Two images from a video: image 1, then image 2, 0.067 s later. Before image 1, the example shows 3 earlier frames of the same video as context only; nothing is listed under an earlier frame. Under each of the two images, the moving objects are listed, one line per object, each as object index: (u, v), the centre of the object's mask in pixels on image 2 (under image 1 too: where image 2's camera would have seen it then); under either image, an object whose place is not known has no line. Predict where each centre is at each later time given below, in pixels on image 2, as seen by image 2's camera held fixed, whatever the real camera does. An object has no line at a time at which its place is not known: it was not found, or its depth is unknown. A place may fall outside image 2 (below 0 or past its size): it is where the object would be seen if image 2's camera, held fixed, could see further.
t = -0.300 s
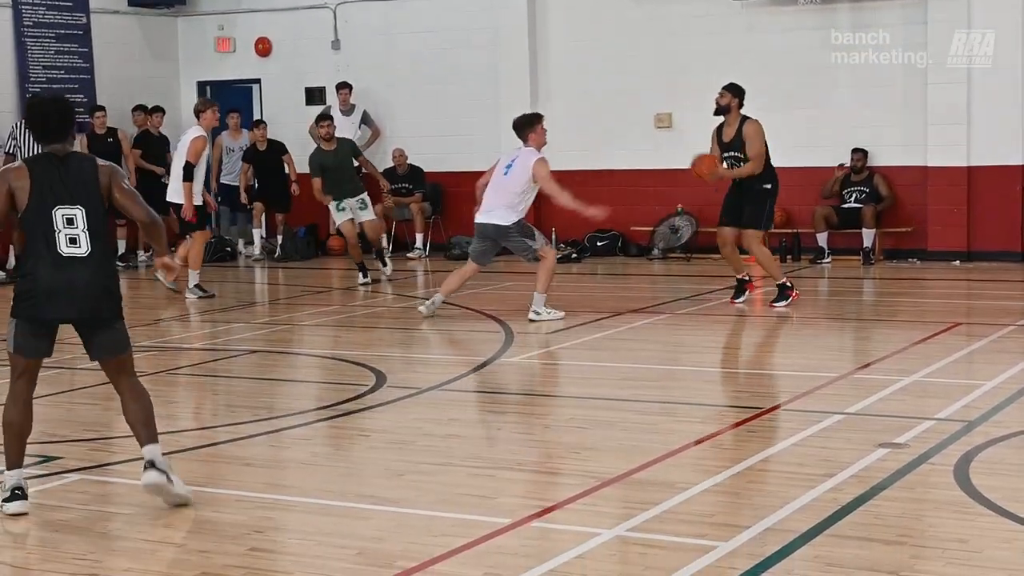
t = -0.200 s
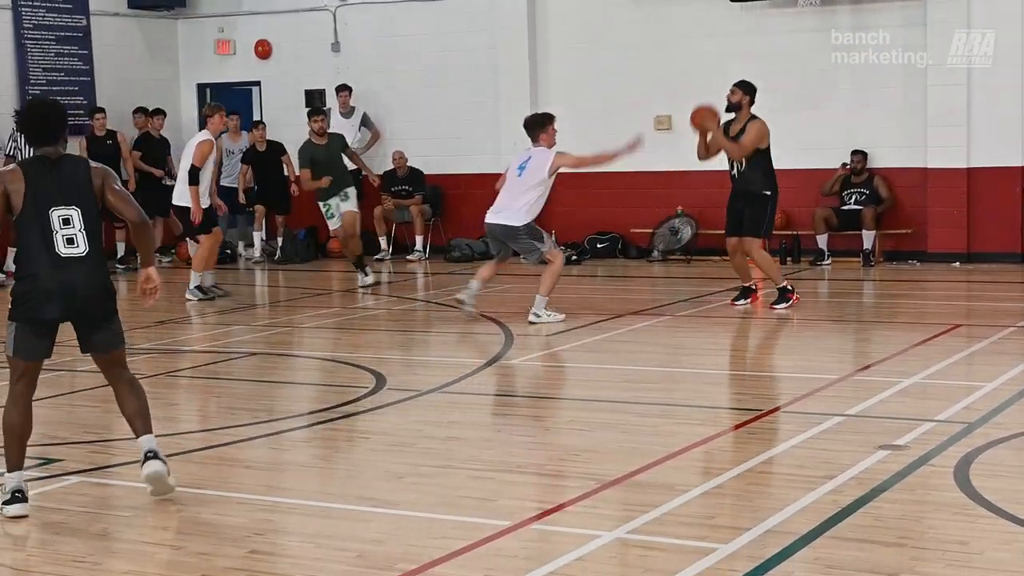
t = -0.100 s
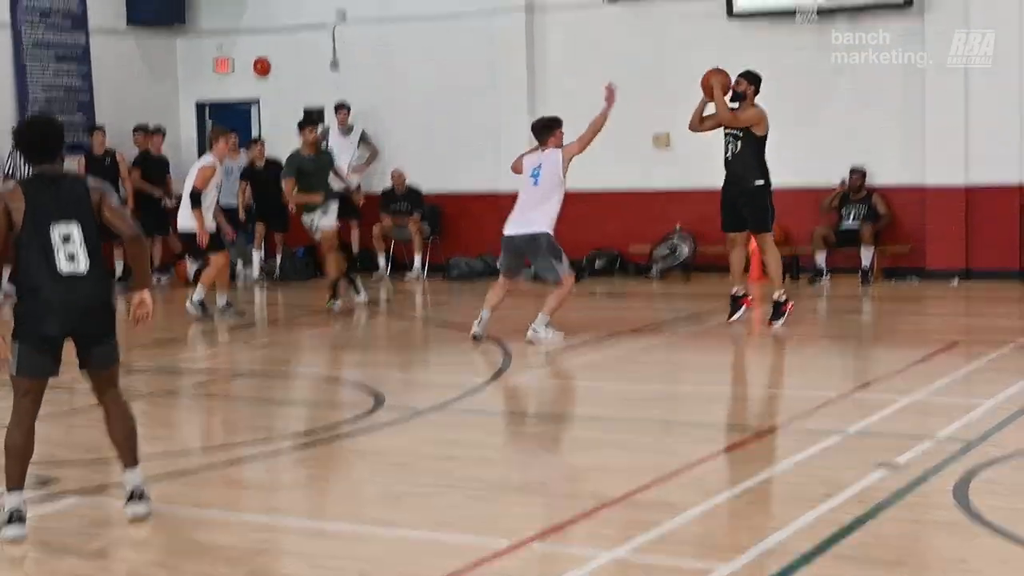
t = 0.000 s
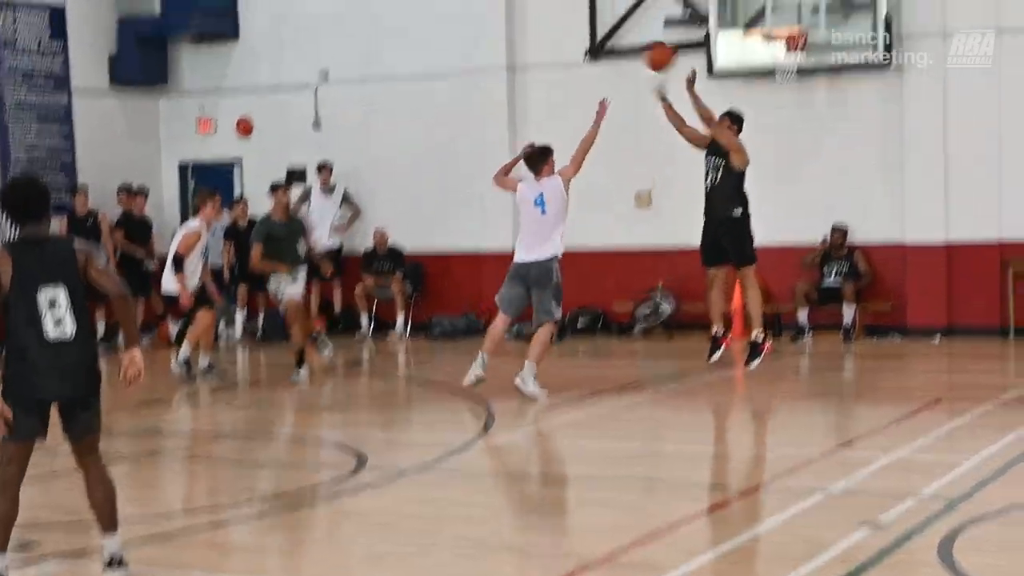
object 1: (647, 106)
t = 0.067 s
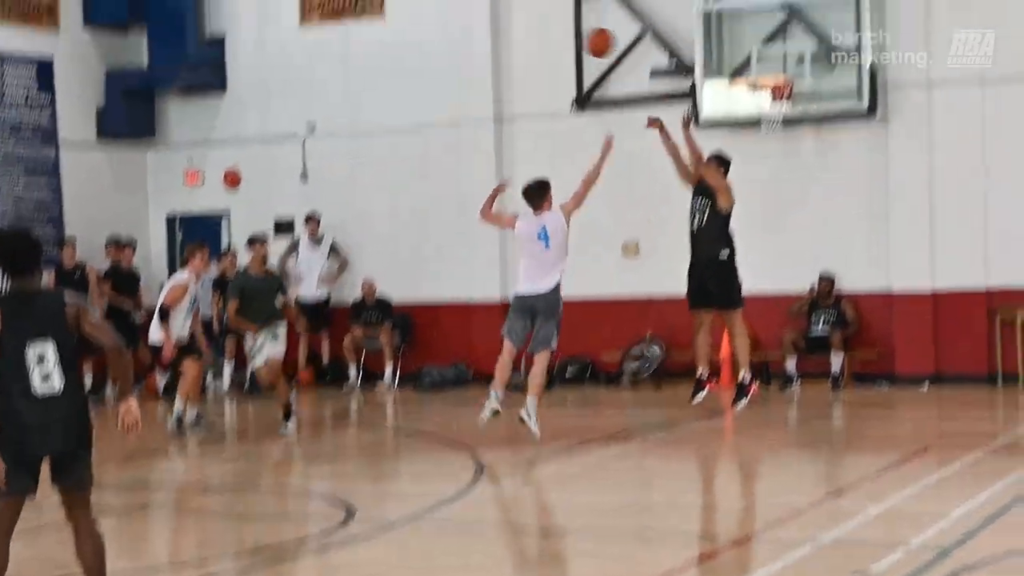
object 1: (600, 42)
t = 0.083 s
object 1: (588, 27)
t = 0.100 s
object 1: (576, 12)
